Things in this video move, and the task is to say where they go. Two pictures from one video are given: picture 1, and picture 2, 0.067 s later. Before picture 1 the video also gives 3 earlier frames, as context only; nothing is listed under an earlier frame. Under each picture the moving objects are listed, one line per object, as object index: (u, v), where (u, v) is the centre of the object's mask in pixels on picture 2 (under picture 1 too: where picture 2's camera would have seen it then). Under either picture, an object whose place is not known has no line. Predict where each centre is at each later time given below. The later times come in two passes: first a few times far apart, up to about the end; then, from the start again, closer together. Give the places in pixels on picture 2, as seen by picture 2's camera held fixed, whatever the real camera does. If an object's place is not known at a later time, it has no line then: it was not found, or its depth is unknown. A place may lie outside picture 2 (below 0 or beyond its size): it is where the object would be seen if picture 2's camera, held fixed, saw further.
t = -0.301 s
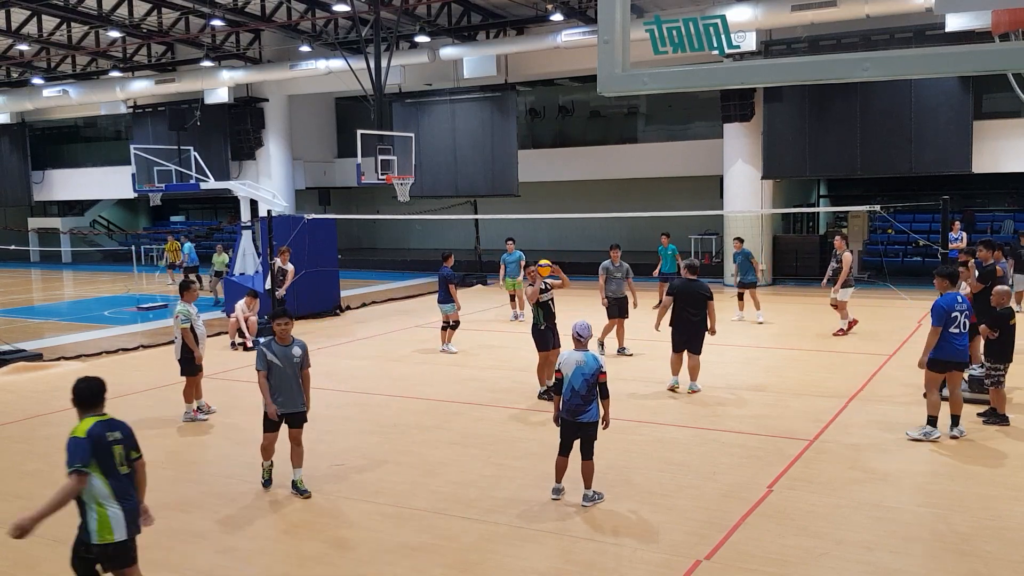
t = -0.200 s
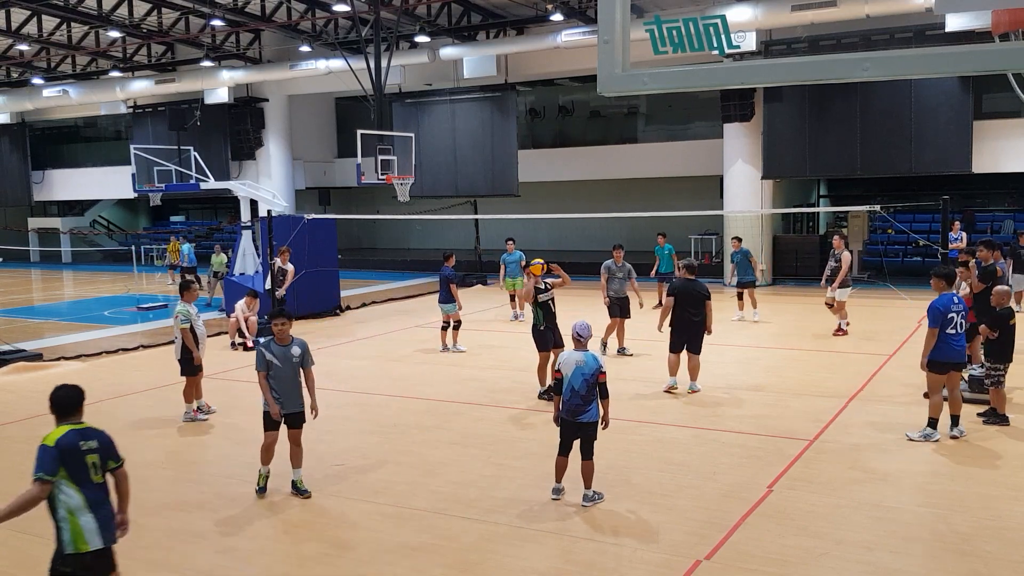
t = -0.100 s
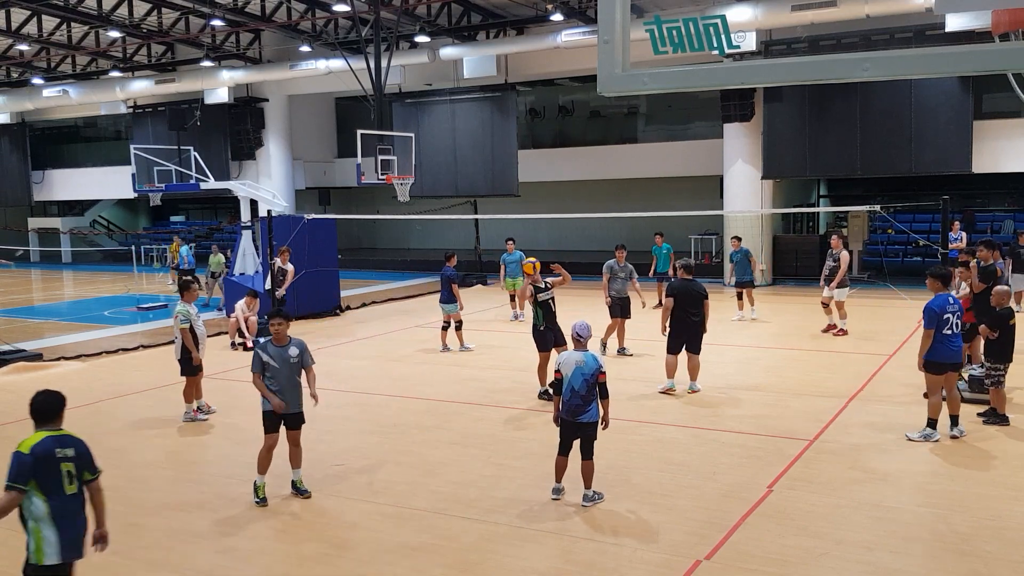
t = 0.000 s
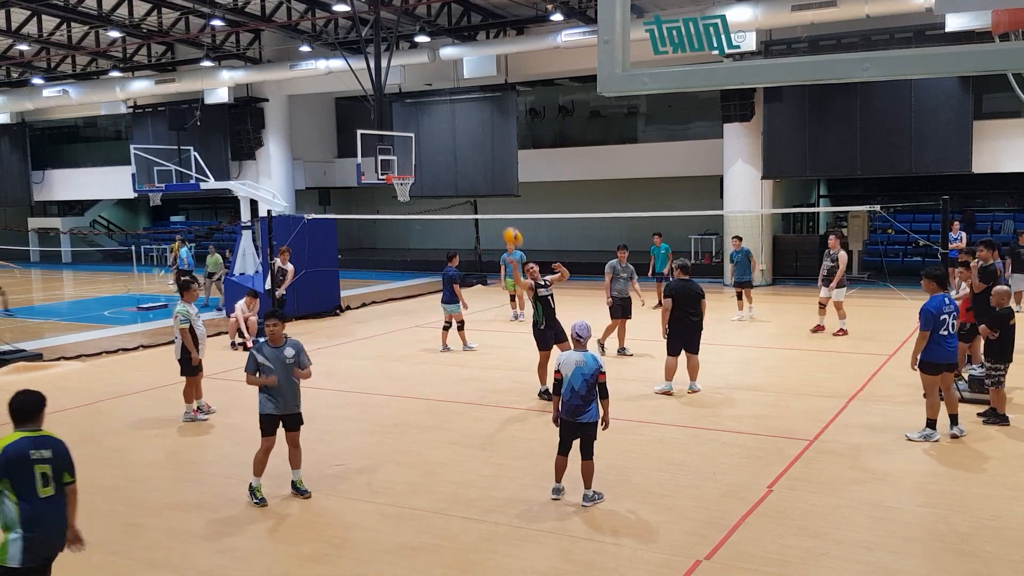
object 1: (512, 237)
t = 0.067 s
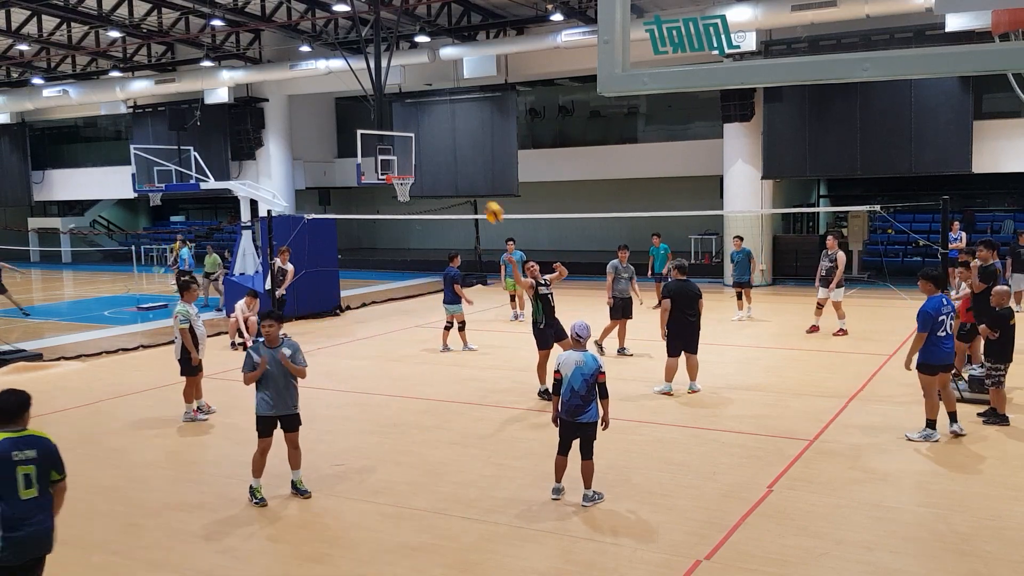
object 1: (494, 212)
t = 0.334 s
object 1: (408, 138)
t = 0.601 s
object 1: (302, 121)
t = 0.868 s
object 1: (166, 187)
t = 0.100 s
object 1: (484, 201)
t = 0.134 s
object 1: (475, 190)
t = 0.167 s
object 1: (464, 180)
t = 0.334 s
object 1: (408, 138)
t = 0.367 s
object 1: (396, 132)
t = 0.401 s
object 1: (384, 127)
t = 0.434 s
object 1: (371, 124)
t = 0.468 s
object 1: (358, 121)
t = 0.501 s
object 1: (345, 120)
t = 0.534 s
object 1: (331, 119)
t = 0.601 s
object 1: (302, 121)
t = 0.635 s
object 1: (287, 124)
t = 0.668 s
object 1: (270, 128)
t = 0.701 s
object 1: (253, 135)
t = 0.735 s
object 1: (238, 142)
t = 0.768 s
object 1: (221, 150)
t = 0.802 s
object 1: (203, 160)
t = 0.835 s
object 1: (185, 173)
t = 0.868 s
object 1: (166, 187)
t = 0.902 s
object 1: (147, 203)
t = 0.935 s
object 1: (127, 222)
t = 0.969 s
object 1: (105, 242)
